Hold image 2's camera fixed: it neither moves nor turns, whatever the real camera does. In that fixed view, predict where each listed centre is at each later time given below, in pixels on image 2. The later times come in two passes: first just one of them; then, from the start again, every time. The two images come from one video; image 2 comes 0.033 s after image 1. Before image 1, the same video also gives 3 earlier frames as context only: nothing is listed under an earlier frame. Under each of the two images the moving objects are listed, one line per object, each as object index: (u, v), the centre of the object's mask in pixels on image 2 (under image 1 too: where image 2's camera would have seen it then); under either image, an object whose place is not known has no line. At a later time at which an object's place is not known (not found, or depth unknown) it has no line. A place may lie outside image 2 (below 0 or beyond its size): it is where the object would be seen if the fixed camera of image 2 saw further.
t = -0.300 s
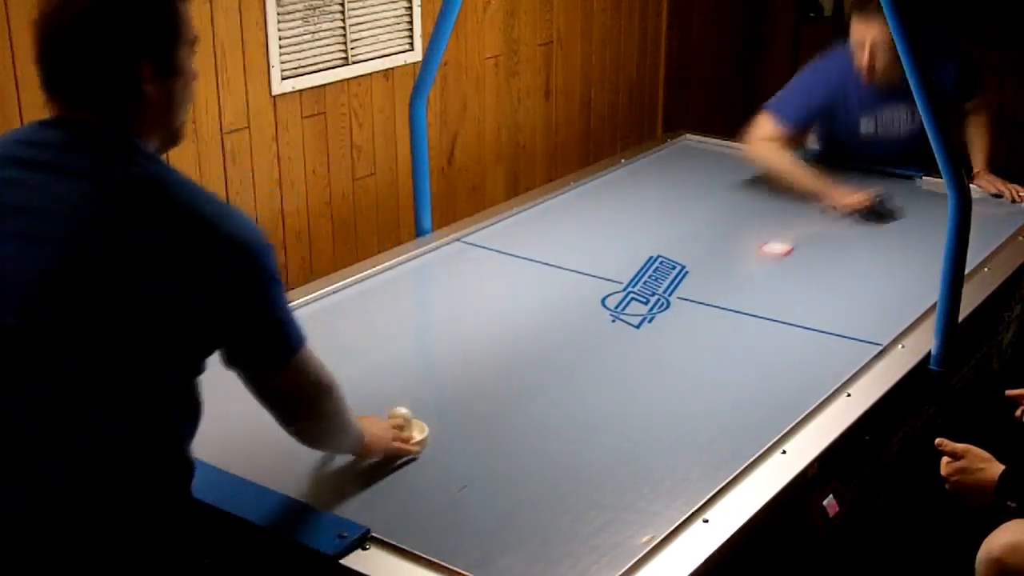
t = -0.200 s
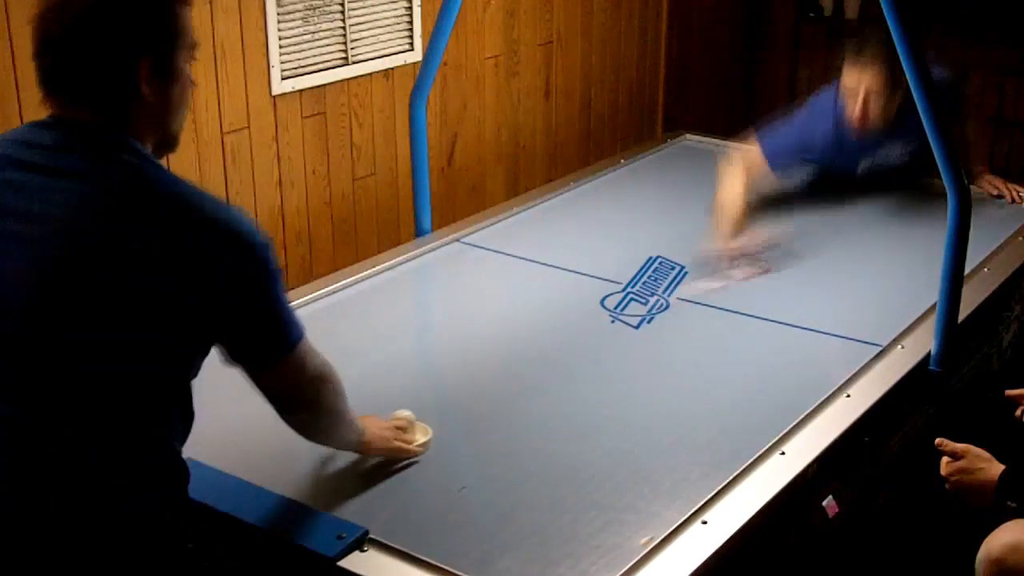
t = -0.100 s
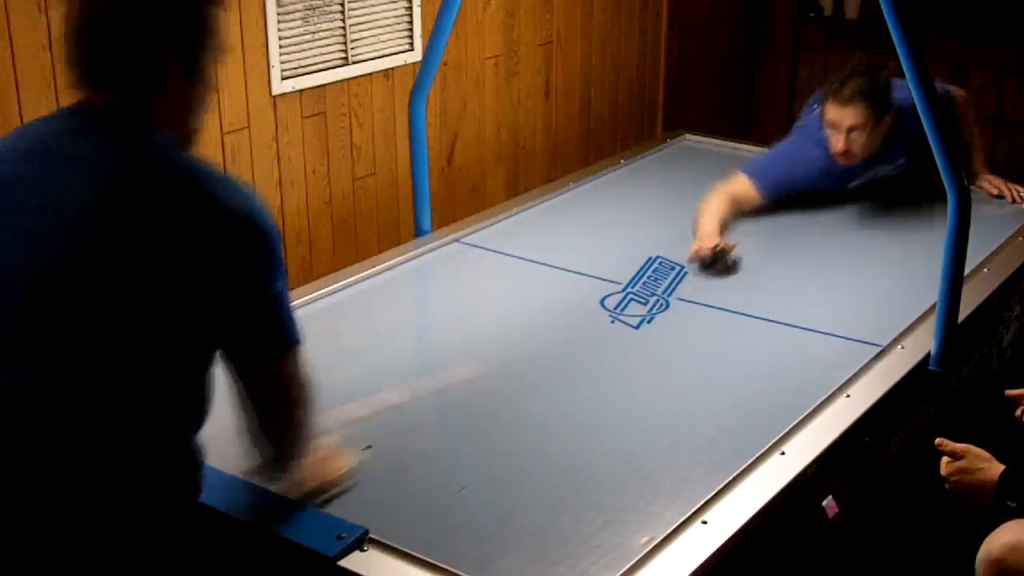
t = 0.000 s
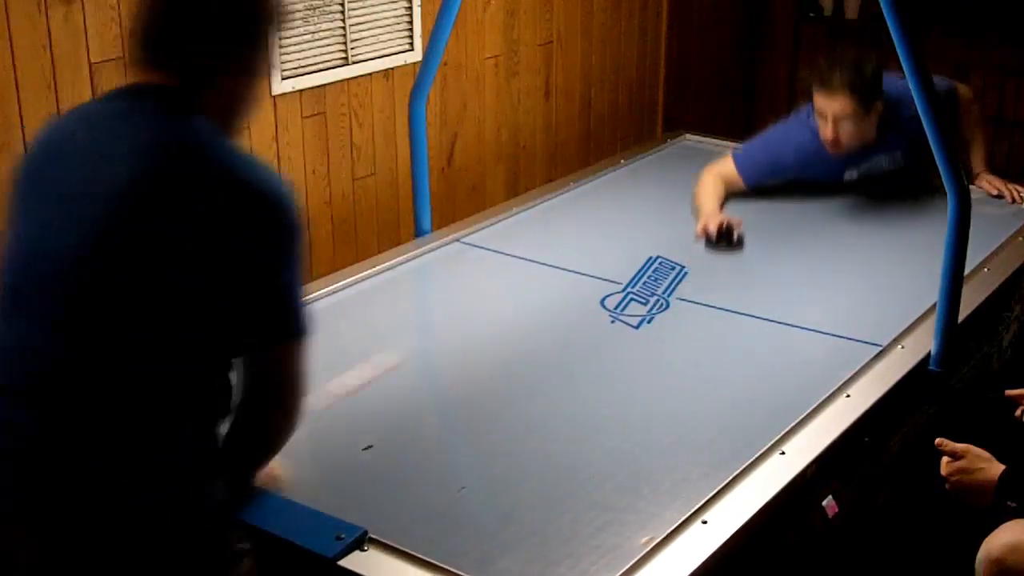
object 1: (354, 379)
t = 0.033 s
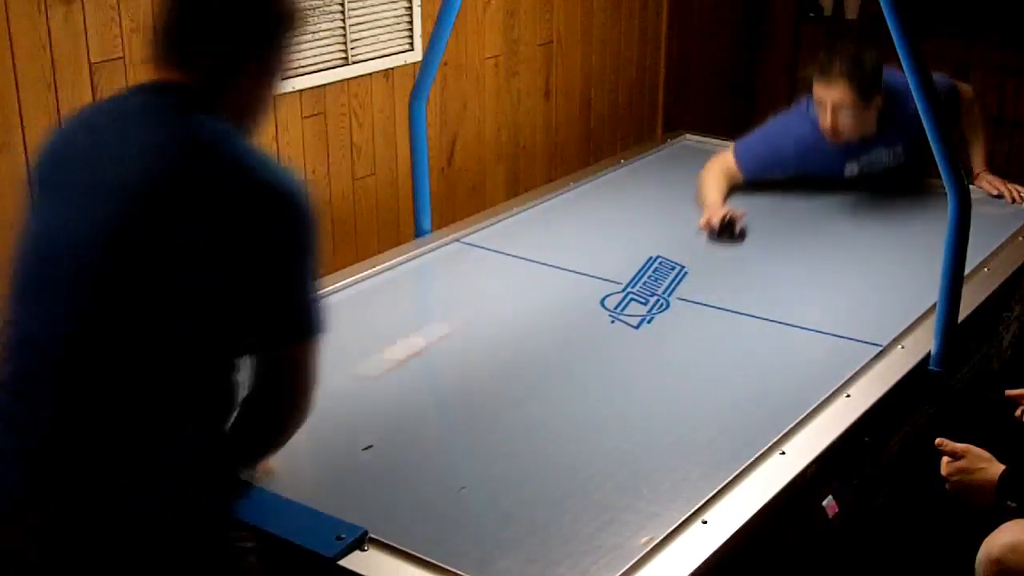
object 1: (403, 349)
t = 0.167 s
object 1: (577, 246)
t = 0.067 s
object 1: (456, 319)
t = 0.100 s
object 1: (500, 293)
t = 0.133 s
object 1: (540, 268)
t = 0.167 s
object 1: (577, 246)
